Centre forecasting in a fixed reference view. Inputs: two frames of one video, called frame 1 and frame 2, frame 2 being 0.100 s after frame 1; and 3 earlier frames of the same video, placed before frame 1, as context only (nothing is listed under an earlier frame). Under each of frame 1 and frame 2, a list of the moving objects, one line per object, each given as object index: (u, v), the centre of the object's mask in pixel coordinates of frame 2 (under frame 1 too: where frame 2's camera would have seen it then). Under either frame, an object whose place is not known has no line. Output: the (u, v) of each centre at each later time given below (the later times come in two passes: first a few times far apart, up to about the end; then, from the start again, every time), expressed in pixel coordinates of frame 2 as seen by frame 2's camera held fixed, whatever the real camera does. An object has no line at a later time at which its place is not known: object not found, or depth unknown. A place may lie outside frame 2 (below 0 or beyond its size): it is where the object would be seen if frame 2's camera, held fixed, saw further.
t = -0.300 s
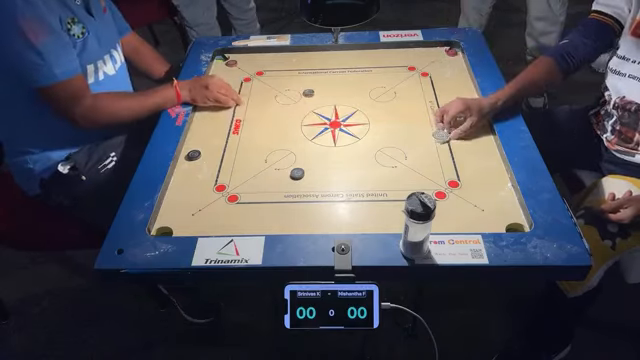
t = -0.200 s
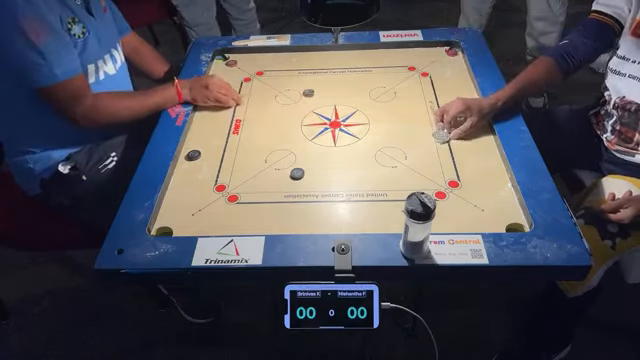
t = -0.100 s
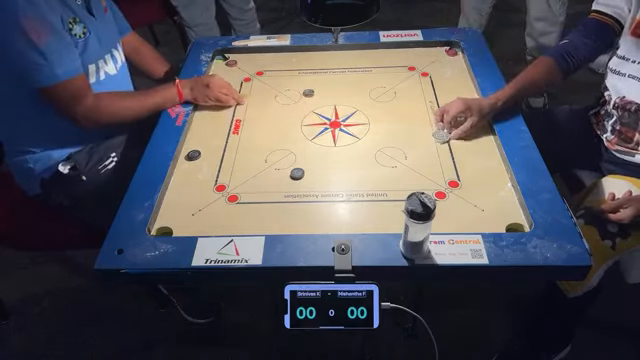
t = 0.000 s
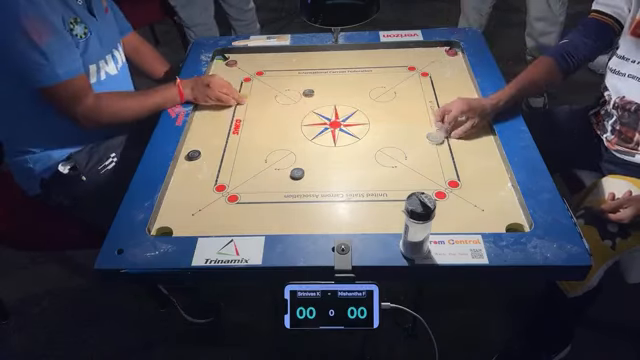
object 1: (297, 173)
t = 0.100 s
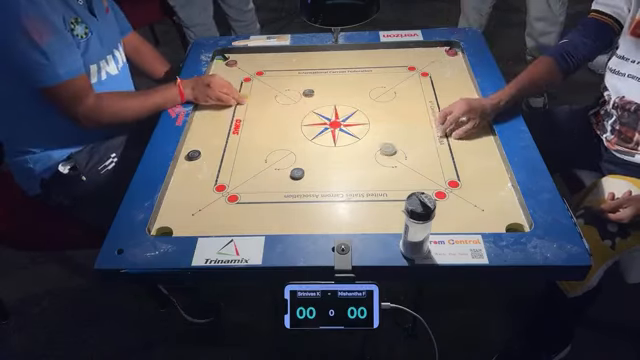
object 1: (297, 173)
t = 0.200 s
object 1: (297, 173)
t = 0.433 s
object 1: (241, 202)
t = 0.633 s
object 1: (180, 230)
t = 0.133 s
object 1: (297, 173)
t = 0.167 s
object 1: (297, 173)
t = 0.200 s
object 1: (297, 173)
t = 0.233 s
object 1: (297, 173)
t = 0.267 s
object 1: (297, 173)
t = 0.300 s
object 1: (292, 176)
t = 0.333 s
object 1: (279, 182)
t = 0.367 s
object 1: (266, 189)
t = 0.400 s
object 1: (253, 195)
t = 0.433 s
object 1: (241, 202)
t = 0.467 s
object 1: (229, 208)
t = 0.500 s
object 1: (217, 213)
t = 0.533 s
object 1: (207, 218)
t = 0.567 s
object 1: (196, 223)
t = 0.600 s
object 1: (186, 228)
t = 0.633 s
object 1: (180, 230)
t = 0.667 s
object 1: (171, 232)
